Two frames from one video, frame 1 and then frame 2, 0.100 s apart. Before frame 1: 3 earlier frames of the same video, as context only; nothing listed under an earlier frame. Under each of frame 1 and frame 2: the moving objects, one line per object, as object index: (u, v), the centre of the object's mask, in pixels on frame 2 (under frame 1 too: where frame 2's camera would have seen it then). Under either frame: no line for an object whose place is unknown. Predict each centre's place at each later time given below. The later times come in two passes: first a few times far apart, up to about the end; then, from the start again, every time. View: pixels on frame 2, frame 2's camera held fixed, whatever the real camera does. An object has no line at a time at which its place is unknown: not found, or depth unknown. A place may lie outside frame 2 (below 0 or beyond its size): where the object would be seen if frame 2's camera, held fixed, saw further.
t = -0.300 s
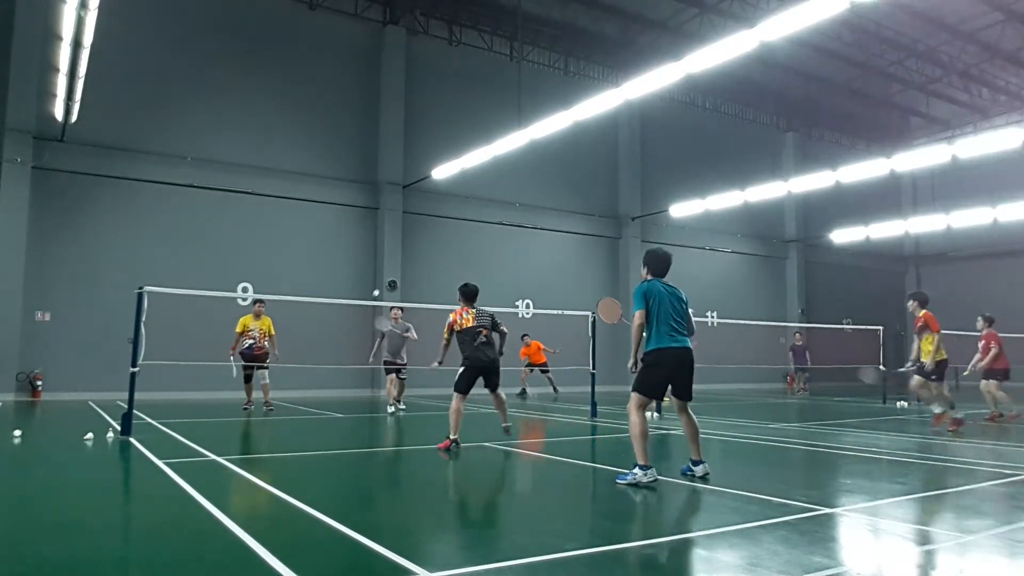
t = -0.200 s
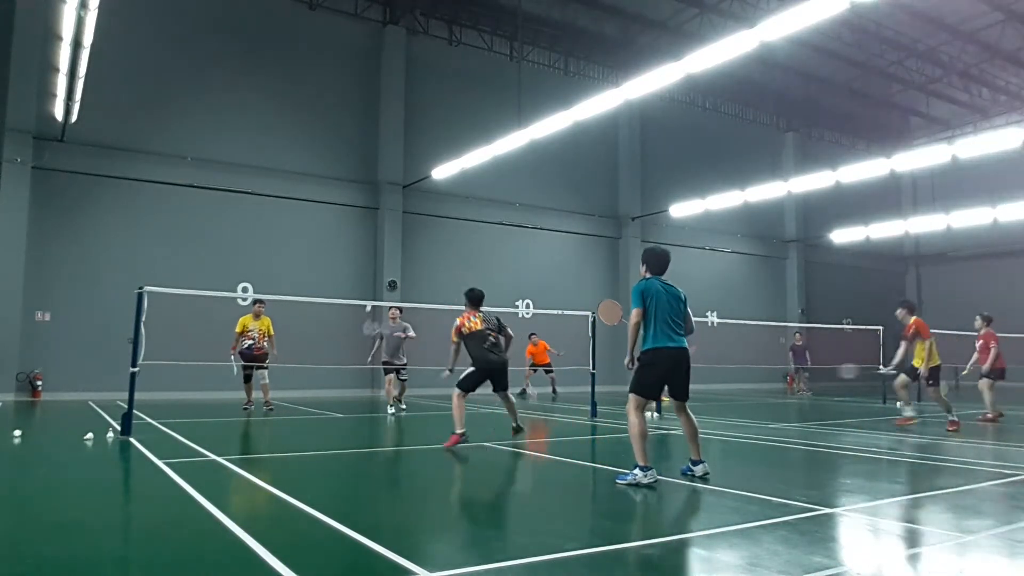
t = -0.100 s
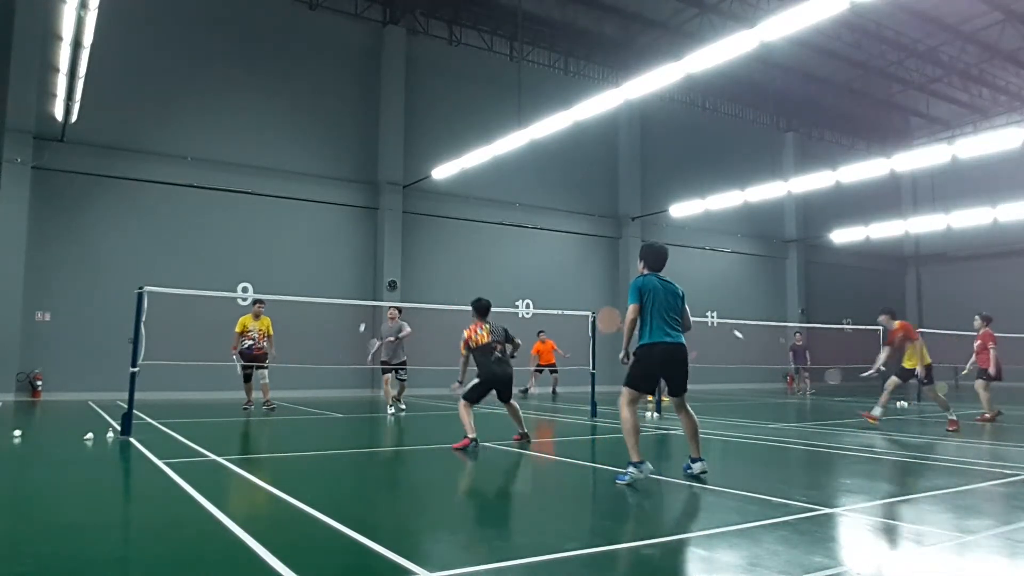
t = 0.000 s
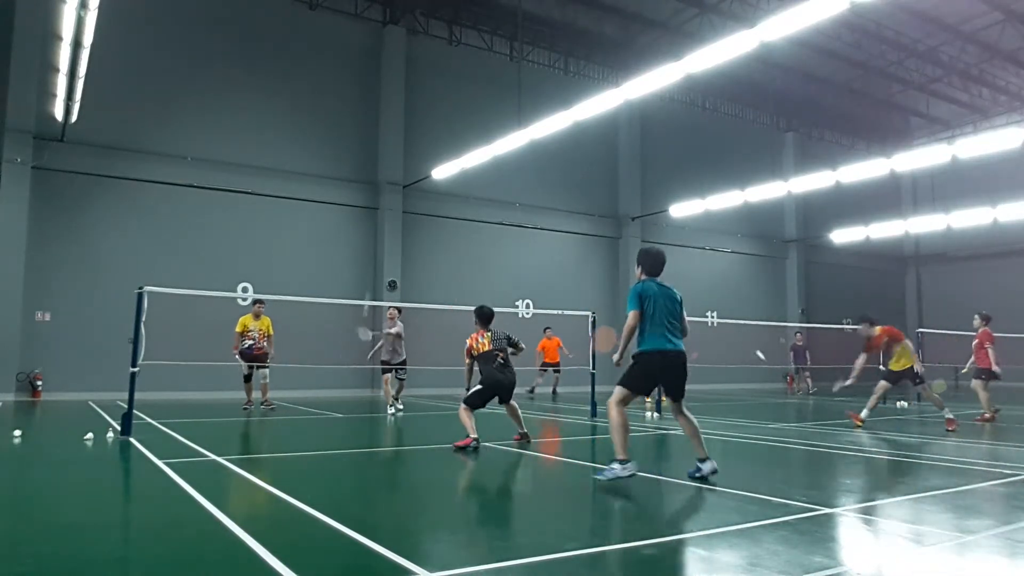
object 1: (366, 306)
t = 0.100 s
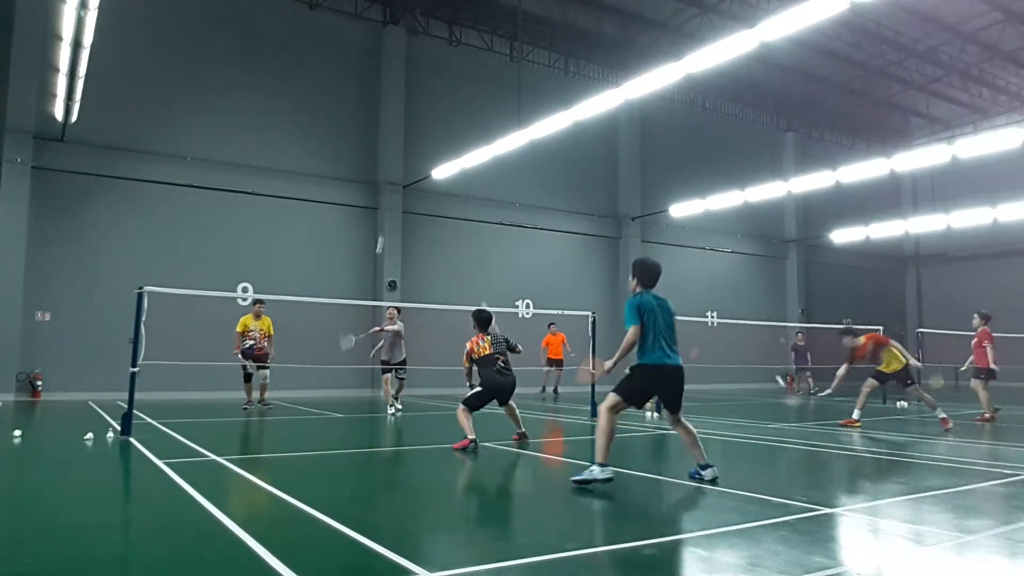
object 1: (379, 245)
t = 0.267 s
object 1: (399, 167)
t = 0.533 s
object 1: (429, 96)
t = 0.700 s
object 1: (448, 91)
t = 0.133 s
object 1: (383, 226)
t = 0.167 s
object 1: (387, 210)
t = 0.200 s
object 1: (391, 194)
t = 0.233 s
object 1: (395, 180)
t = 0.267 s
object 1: (399, 167)
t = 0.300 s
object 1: (403, 154)
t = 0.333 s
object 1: (406, 142)
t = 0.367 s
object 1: (410, 132)
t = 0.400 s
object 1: (413, 123)
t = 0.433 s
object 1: (417, 115)
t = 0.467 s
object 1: (421, 107)
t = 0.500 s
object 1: (425, 101)
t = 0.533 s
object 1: (429, 96)
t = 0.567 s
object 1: (433, 92)
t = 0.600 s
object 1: (436, 90)
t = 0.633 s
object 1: (440, 89)
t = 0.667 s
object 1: (445, 89)
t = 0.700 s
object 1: (448, 91)
